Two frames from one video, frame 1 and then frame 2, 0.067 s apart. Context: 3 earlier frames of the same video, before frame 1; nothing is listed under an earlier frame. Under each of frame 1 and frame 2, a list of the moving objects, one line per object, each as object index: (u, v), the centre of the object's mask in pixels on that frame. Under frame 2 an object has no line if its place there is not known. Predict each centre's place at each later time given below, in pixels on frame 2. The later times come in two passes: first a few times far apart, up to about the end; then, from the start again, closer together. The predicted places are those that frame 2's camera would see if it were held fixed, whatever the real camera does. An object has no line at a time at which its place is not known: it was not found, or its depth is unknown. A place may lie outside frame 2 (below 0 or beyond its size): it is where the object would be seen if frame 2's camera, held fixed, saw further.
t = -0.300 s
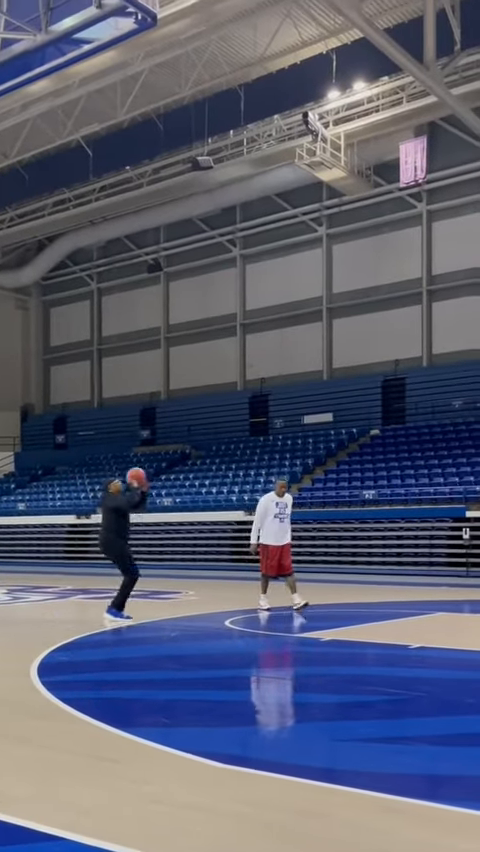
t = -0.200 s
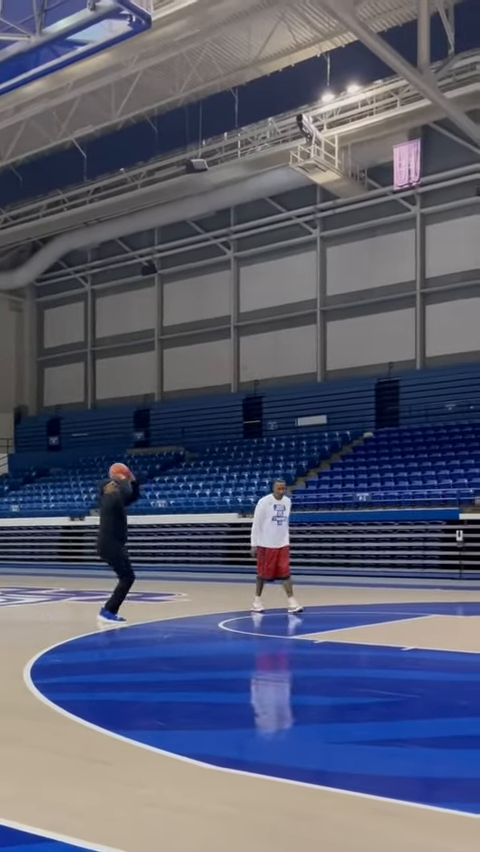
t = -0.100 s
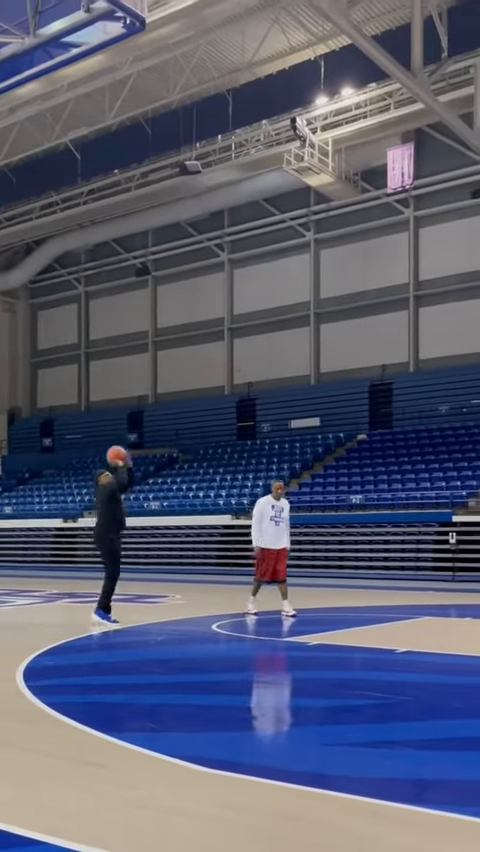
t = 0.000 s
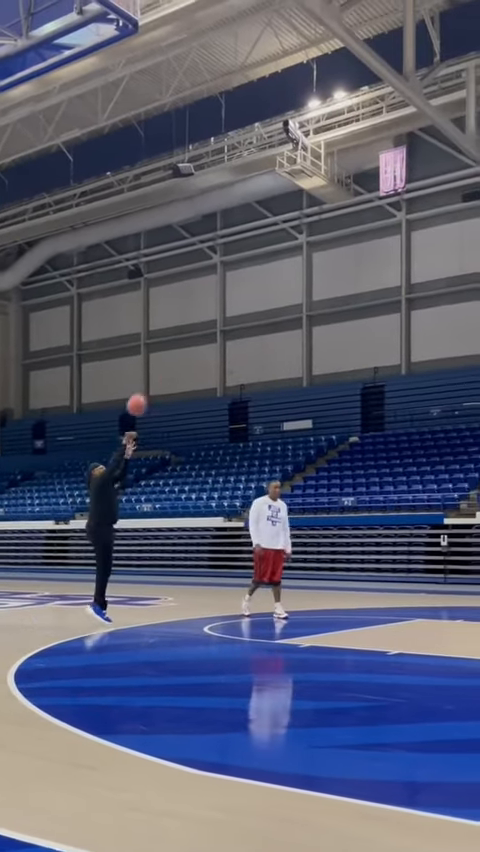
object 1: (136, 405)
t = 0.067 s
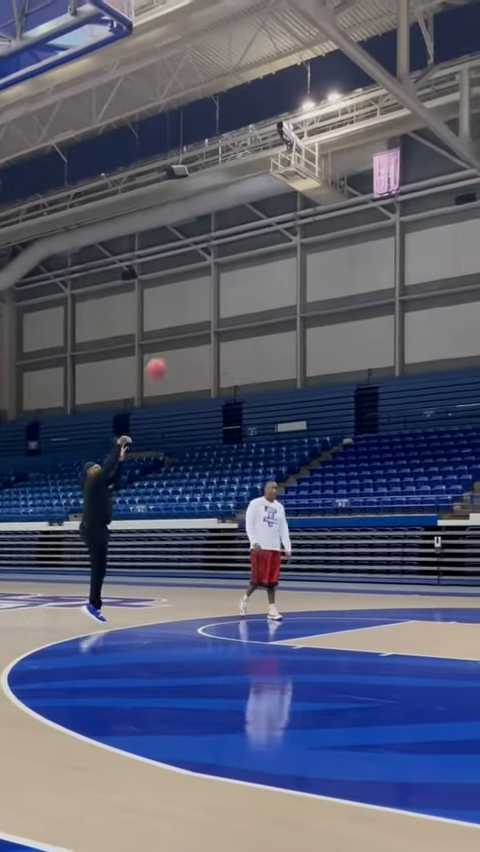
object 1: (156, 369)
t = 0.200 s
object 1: (208, 301)
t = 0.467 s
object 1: (315, 206)
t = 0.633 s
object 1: (386, 176)
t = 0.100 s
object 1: (169, 350)
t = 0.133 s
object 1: (182, 335)
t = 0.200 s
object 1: (208, 301)
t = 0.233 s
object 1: (221, 287)
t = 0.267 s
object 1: (234, 272)
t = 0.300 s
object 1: (247, 259)
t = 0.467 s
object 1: (315, 206)
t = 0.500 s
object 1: (330, 199)
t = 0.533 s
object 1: (344, 191)
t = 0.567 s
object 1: (358, 186)
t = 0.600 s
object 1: (371, 181)
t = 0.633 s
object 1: (386, 176)
